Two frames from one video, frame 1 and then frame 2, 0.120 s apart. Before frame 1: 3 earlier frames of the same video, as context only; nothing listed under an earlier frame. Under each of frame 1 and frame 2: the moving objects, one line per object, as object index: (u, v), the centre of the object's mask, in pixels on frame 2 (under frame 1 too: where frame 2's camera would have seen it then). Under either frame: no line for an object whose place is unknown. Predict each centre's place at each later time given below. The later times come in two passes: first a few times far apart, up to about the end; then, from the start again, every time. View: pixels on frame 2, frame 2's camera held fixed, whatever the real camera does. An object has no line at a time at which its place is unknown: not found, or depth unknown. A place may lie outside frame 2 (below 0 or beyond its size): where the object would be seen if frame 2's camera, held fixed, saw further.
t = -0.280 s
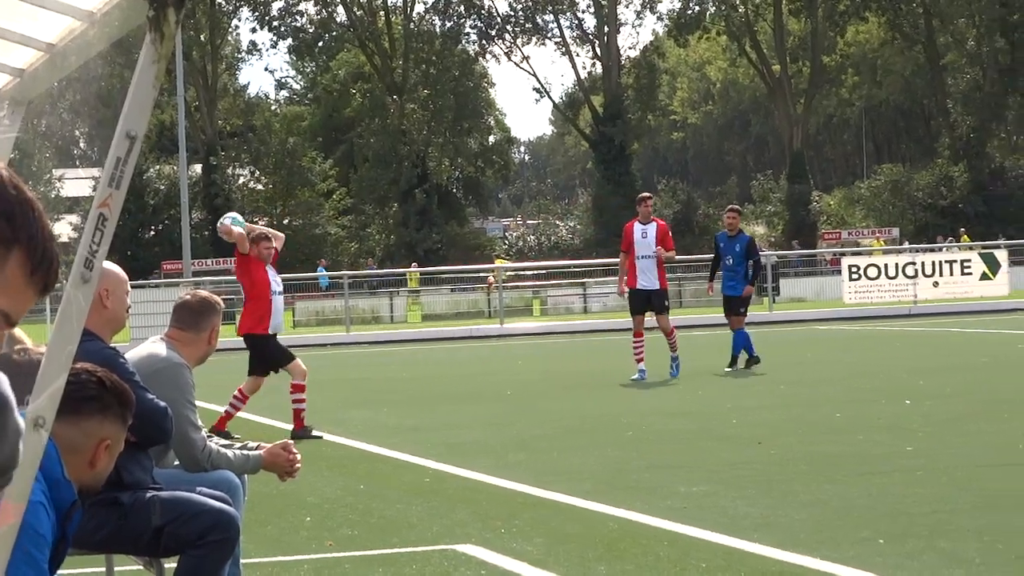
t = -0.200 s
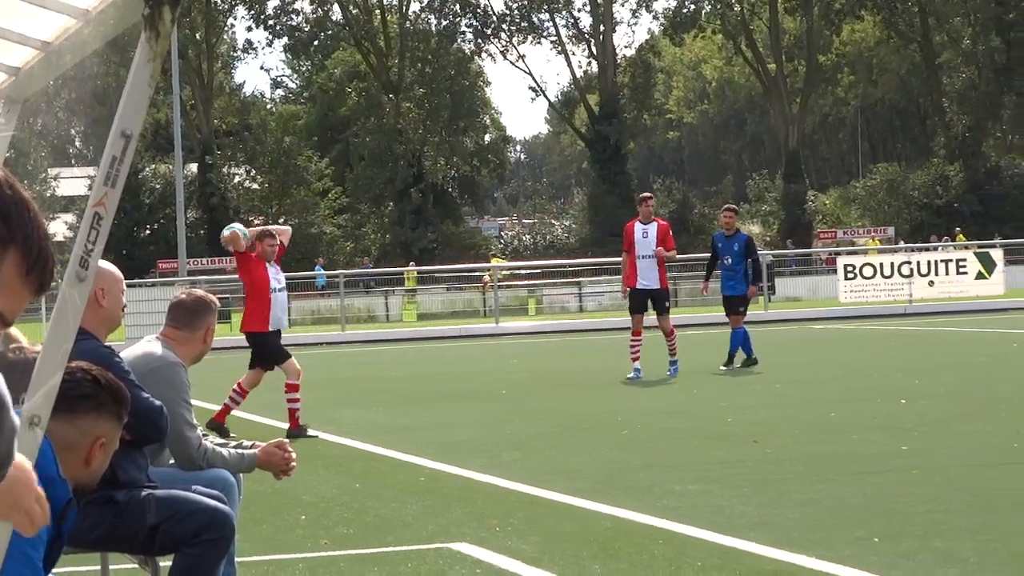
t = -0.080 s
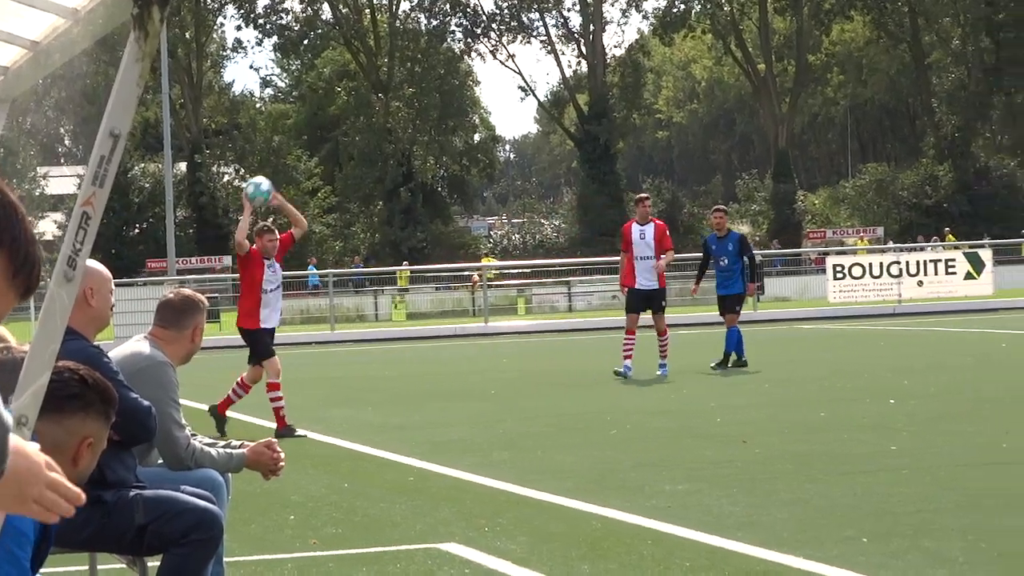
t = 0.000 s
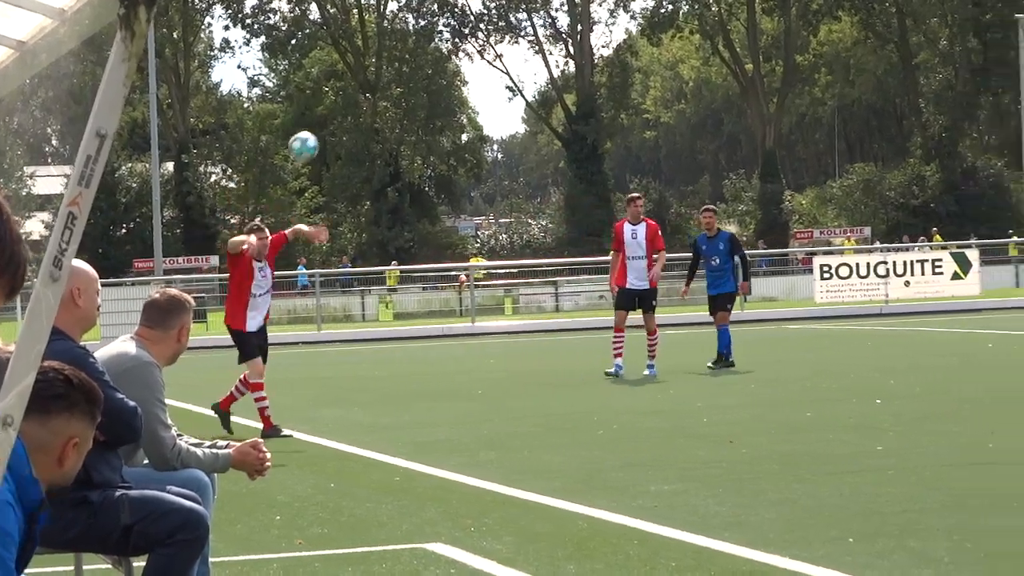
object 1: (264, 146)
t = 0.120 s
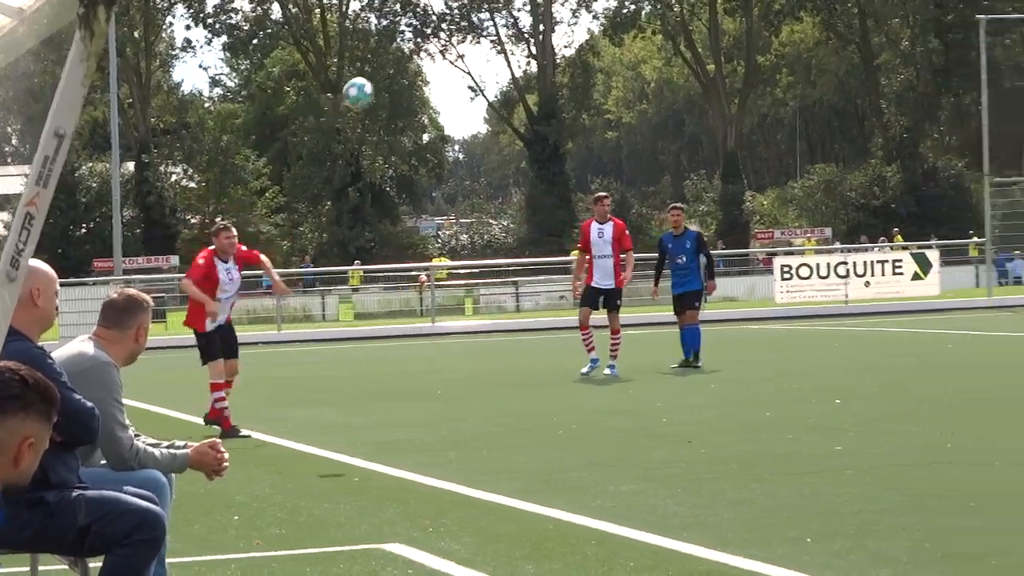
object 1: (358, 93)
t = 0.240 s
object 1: (460, 58)
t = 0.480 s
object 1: (676, 33)
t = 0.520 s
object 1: (716, 37)
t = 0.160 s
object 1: (392, 79)
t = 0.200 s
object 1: (424, 67)
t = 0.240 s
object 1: (460, 58)
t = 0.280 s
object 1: (496, 50)
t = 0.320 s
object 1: (532, 42)
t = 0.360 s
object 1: (567, 39)
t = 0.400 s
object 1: (603, 33)
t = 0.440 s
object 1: (637, 32)
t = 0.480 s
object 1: (676, 33)
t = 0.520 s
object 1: (716, 37)
